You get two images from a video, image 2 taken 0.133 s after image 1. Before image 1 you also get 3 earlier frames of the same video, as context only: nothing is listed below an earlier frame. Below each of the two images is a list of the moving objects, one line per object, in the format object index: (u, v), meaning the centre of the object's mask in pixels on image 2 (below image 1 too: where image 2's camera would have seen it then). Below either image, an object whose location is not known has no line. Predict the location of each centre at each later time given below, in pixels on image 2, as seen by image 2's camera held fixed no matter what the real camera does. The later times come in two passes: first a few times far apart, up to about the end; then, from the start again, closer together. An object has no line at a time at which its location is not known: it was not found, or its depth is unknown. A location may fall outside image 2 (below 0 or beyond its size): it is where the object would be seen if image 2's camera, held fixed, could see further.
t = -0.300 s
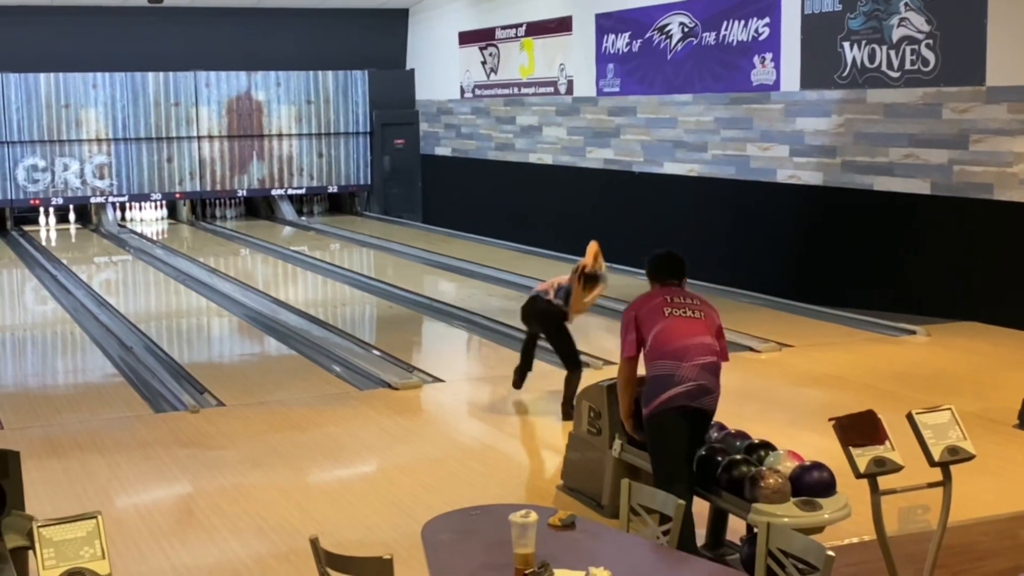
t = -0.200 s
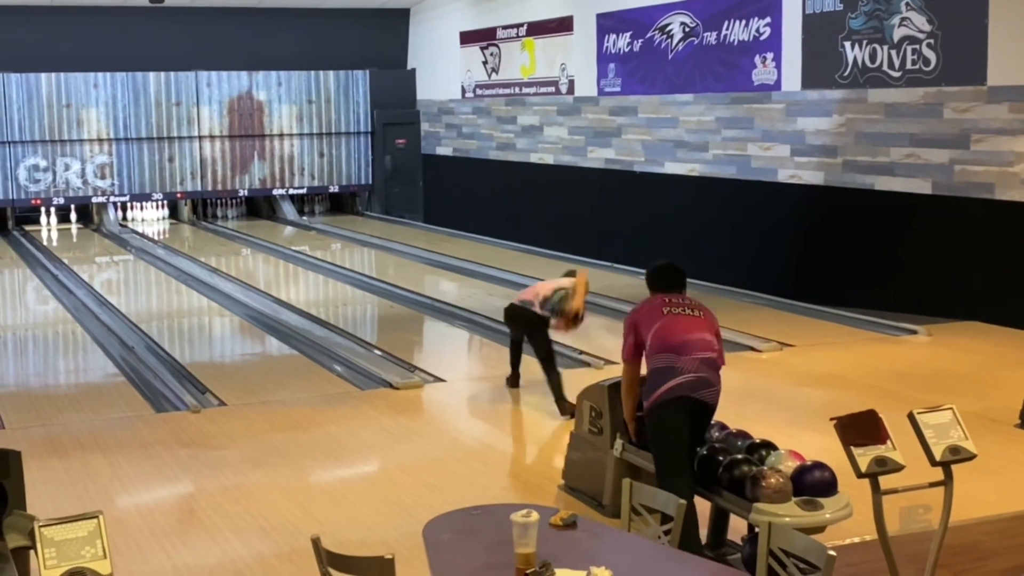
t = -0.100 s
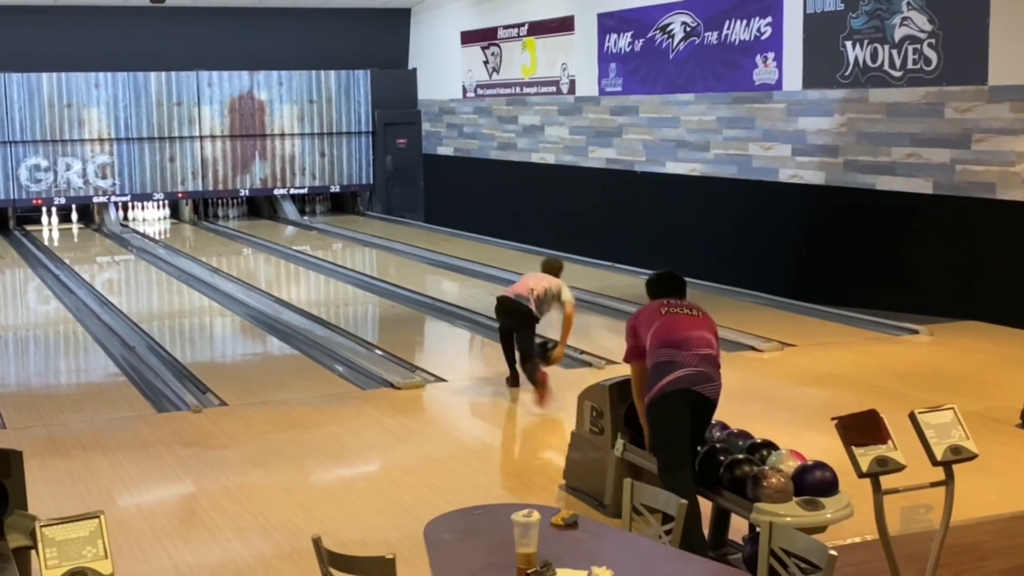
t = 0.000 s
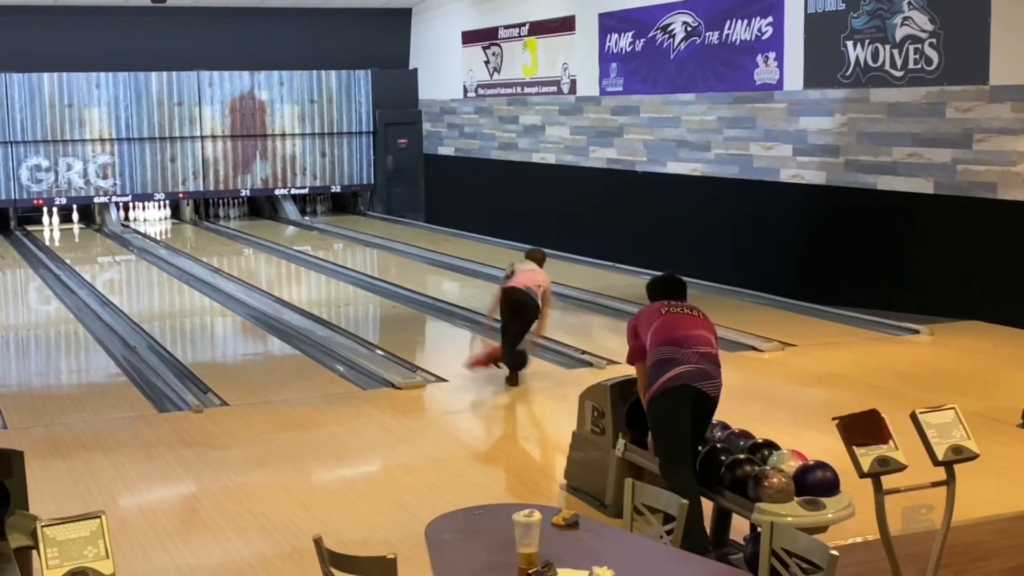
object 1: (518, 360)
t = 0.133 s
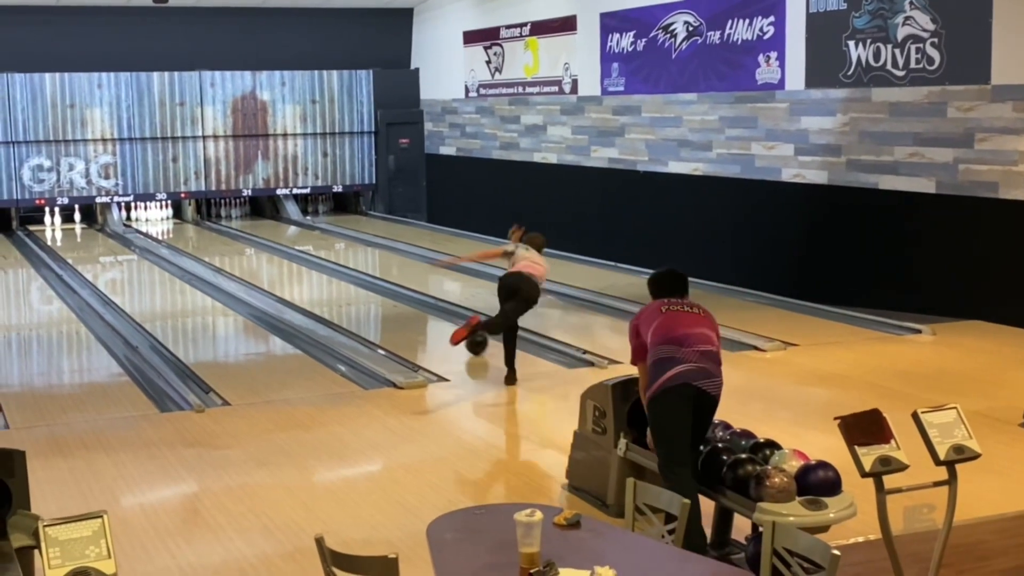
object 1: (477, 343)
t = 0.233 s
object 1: (449, 330)
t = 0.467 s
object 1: (396, 306)
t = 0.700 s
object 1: (352, 288)
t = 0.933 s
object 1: (315, 272)
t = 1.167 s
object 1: (284, 259)
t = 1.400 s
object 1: (257, 248)
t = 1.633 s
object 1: (233, 240)
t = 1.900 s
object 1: (207, 231)
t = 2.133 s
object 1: (186, 225)
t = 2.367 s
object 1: (166, 219)
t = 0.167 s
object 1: (469, 342)
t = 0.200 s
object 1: (456, 336)
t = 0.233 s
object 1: (449, 330)
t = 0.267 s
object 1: (441, 326)
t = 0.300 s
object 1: (432, 322)
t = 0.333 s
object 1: (425, 319)
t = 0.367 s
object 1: (417, 316)
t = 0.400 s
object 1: (410, 313)
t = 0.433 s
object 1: (402, 309)
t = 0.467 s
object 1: (396, 306)
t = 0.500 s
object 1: (389, 303)
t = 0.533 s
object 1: (382, 300)
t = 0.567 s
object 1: (376, 298)
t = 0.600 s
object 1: (369, 295)
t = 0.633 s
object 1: (363, 292)
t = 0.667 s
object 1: (358, 290)
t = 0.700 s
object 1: (352, 288)
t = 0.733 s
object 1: (346, 285)
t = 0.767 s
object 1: (341, 282)
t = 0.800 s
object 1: (335, 280)
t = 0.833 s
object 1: (330, 278)
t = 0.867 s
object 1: (325, 276)
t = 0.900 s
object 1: (320, 274)
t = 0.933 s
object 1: (315, 272)
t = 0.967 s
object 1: (310, 270)
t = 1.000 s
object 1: (306, 268)
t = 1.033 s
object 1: (301, 266)
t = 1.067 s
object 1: (297, 264)
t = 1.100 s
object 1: (293, 263)
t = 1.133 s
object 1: (288, 261)
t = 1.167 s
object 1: (284, 259)
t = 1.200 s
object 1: (280, 257)
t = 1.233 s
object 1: (276, 256)
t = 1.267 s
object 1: (272, 254)
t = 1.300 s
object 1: (268, 253)
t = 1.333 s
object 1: (264, 251)
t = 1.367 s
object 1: (261, 250)
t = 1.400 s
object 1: (257, 248)
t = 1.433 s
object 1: (253, 247)
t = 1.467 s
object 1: (250, 246)
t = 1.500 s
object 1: (246, 244)
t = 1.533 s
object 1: (243, 243)
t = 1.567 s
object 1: (239, 242)
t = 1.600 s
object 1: (236, 241)
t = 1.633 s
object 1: (233, 240)
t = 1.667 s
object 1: (229, 239)
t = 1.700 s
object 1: (226, 238)
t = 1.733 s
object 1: (223, 236)
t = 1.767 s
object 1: (219, 236)
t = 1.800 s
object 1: (216, 234)
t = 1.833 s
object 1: (213, 233)
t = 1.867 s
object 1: (210, 232)
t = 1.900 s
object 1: (207, 231)
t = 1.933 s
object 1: (204, 230)
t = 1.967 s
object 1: (201, 229)
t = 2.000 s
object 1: (198, 227)
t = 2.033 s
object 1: (195, 227)
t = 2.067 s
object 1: (192, 227)
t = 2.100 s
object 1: (189, 226)
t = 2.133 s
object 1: (186, 225)
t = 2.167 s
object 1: (183, 225)
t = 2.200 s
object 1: (180, 223)
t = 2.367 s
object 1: (166, 219)
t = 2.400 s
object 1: (163, 218)
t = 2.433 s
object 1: (160, 218)
